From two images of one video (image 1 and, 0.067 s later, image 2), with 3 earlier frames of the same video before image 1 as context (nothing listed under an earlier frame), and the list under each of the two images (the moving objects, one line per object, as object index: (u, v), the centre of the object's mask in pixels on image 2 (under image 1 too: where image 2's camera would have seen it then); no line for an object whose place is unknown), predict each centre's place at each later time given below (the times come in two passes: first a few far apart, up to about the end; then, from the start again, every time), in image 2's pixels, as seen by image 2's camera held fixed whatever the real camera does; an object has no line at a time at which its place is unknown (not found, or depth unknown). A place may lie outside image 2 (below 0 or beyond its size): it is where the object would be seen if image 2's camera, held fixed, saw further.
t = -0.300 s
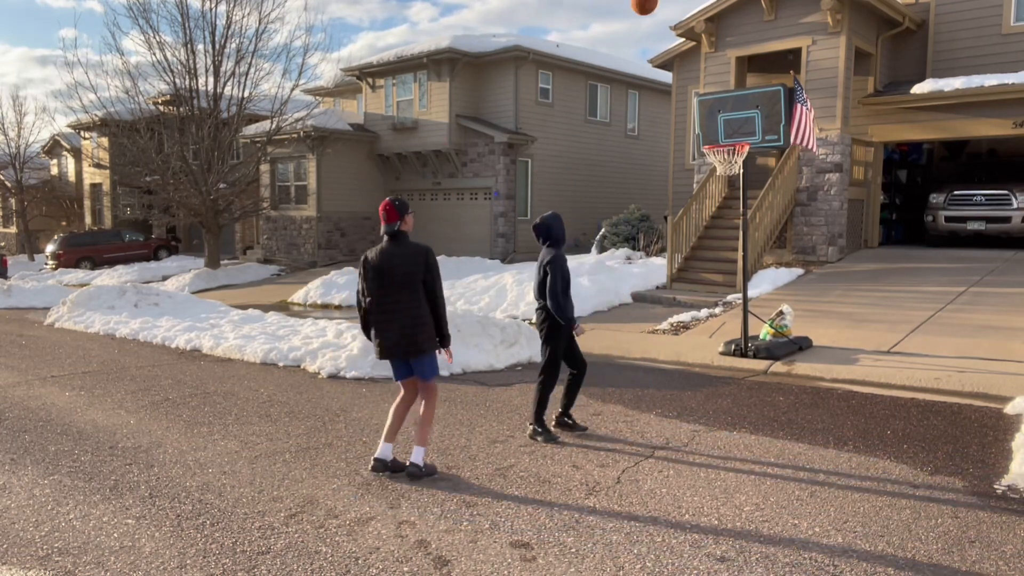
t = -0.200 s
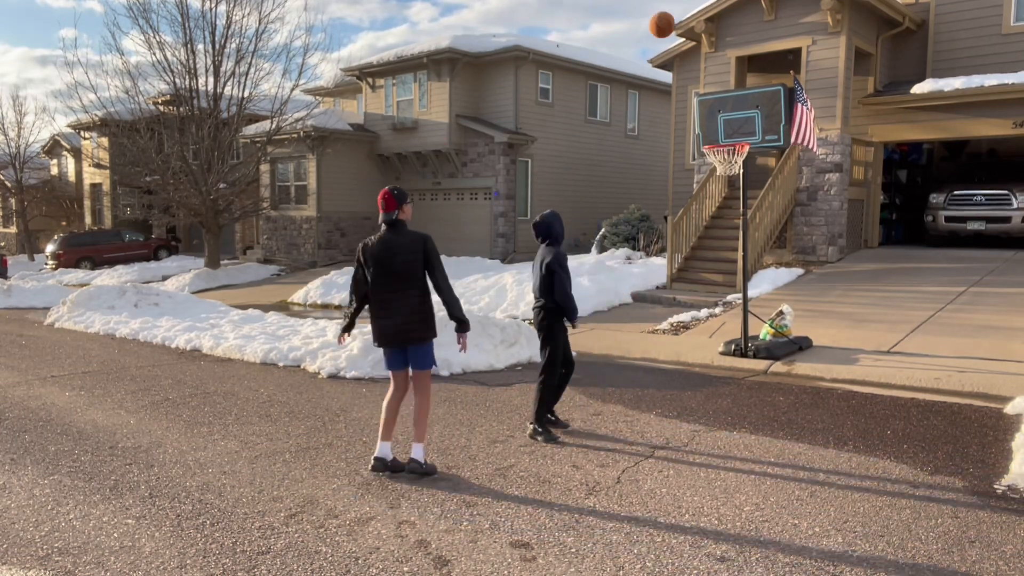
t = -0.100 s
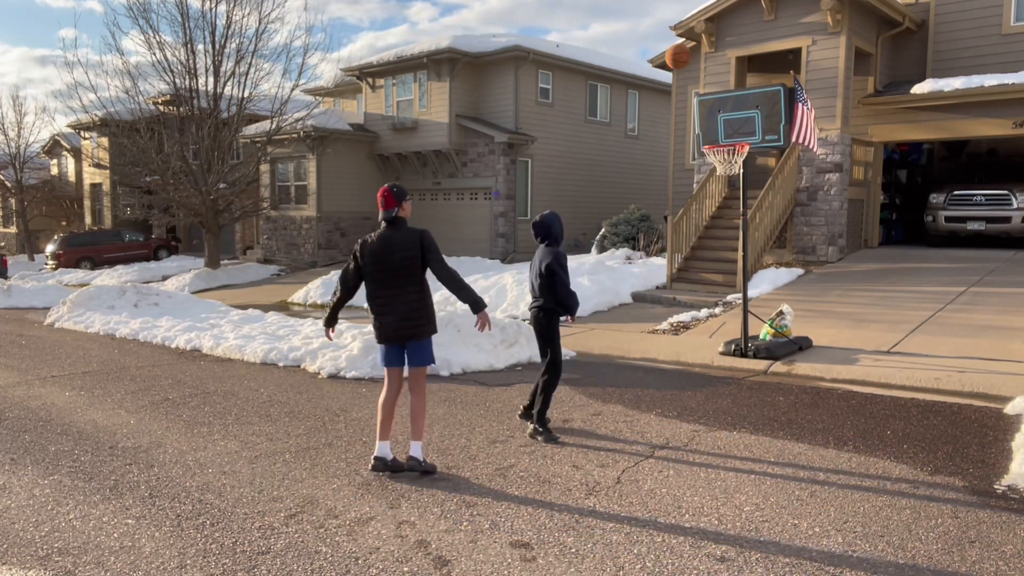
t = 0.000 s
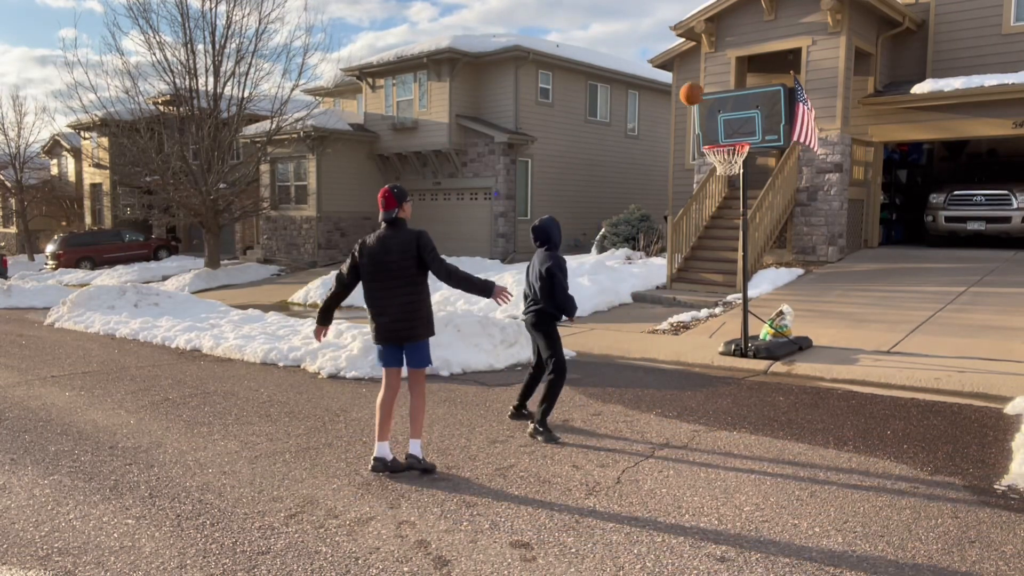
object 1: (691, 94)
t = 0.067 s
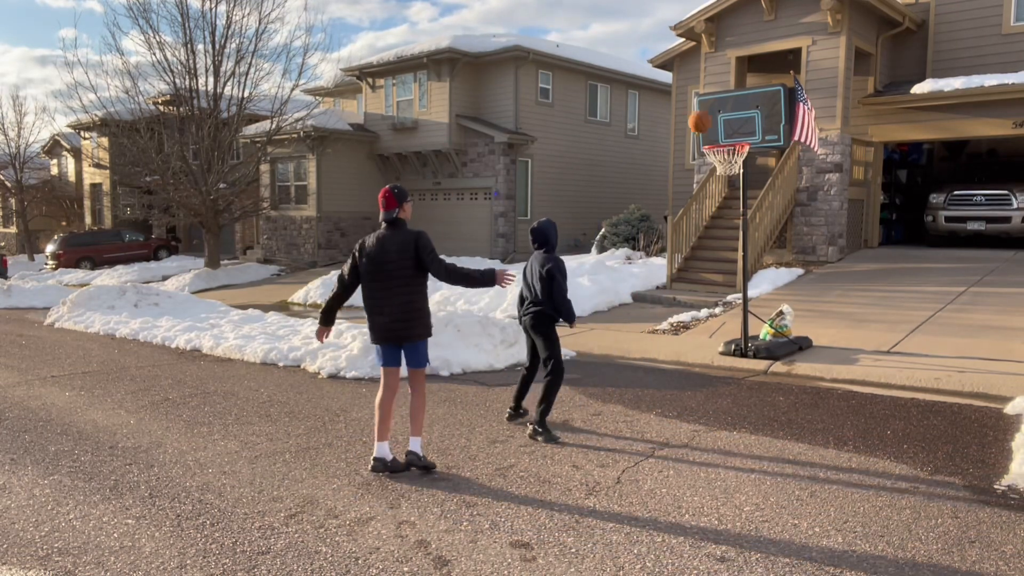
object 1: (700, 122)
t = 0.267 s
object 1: (709, 130)
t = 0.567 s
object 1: (691, 154)
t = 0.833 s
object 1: (669, 240)
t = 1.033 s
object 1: (652, 342)
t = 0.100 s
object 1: (704, 136)
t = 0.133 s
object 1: (706, 135)
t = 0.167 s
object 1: (706, 132)
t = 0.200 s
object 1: (707, 130)
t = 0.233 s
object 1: (707, 129)
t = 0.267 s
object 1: (709, 130)
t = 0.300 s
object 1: (709, 131)
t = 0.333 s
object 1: (709, 131)
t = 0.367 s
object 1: (707, 132)
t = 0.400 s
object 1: (705, 133)
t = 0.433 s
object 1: (702, 135)
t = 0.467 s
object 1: (698, 138)
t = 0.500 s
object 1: (696, 143)
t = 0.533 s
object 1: (693, 148)
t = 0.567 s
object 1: (691, 154)
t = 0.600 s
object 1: (688, 161)
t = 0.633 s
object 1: (686, 170)
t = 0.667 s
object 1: (682, 179)
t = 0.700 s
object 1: (680, 189)
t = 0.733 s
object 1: (676, 200)
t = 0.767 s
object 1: (674, 212)
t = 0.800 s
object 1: (671, 225)
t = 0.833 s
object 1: (669, 240)
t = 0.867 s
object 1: (666, 254)
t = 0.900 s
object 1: (664, 271)
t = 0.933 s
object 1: (660, 287)
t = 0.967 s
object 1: (657, 305)
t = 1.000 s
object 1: (655, 323)
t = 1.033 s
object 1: (652, 342)
